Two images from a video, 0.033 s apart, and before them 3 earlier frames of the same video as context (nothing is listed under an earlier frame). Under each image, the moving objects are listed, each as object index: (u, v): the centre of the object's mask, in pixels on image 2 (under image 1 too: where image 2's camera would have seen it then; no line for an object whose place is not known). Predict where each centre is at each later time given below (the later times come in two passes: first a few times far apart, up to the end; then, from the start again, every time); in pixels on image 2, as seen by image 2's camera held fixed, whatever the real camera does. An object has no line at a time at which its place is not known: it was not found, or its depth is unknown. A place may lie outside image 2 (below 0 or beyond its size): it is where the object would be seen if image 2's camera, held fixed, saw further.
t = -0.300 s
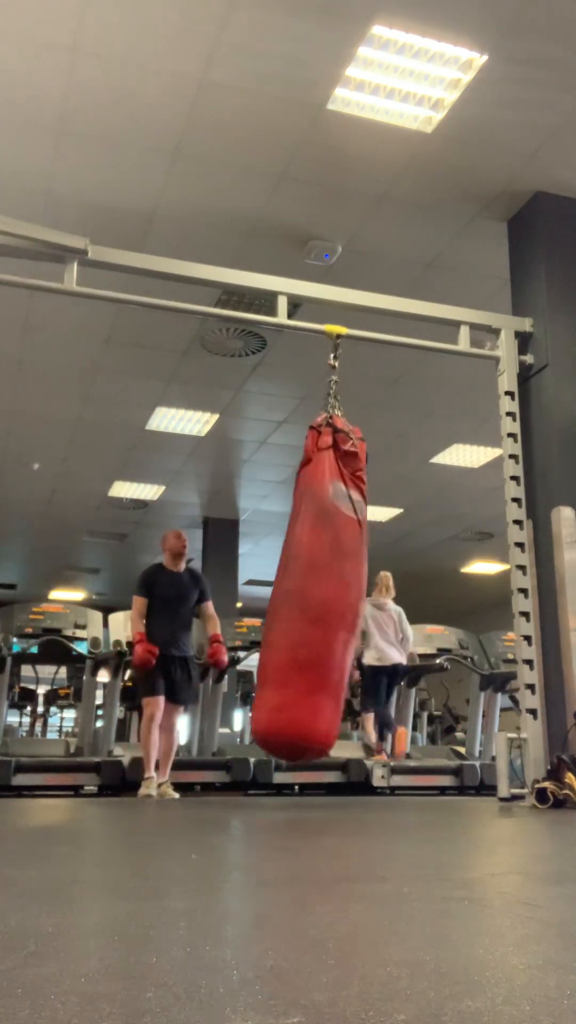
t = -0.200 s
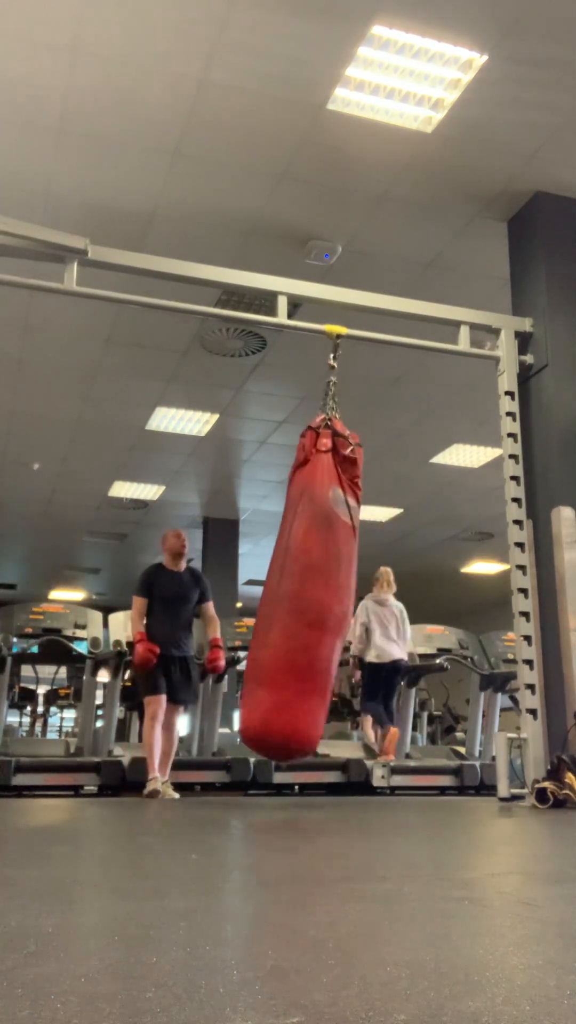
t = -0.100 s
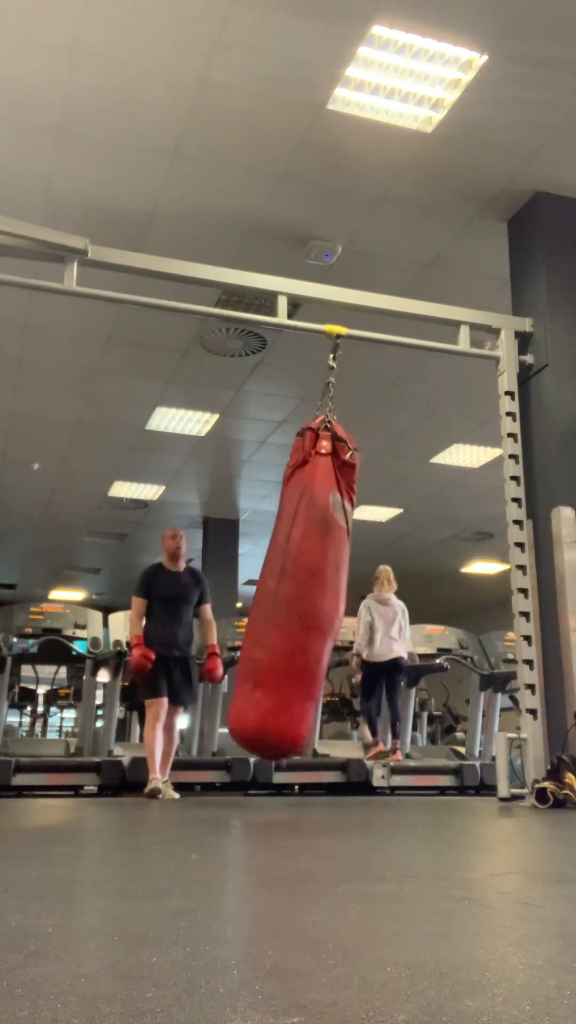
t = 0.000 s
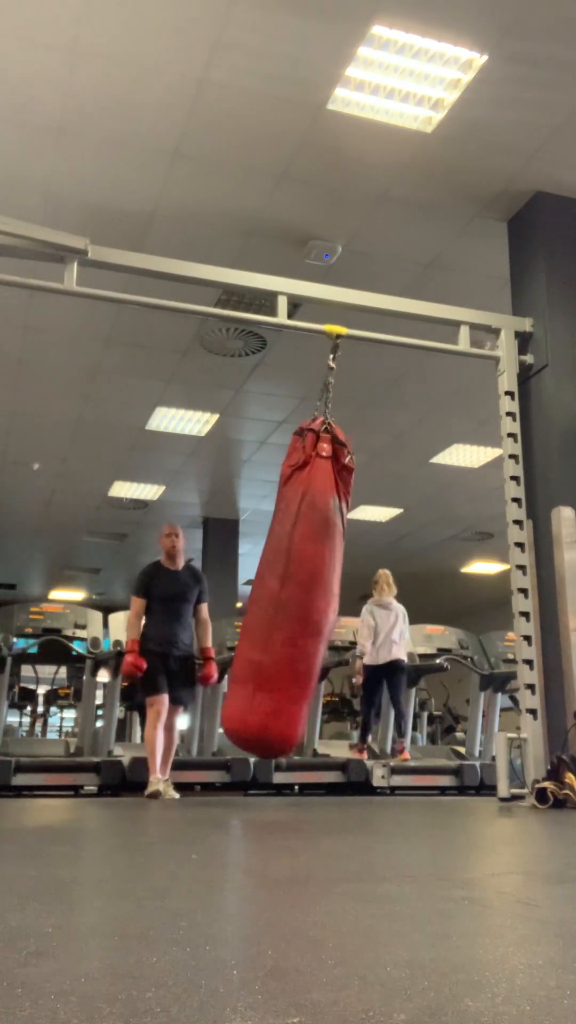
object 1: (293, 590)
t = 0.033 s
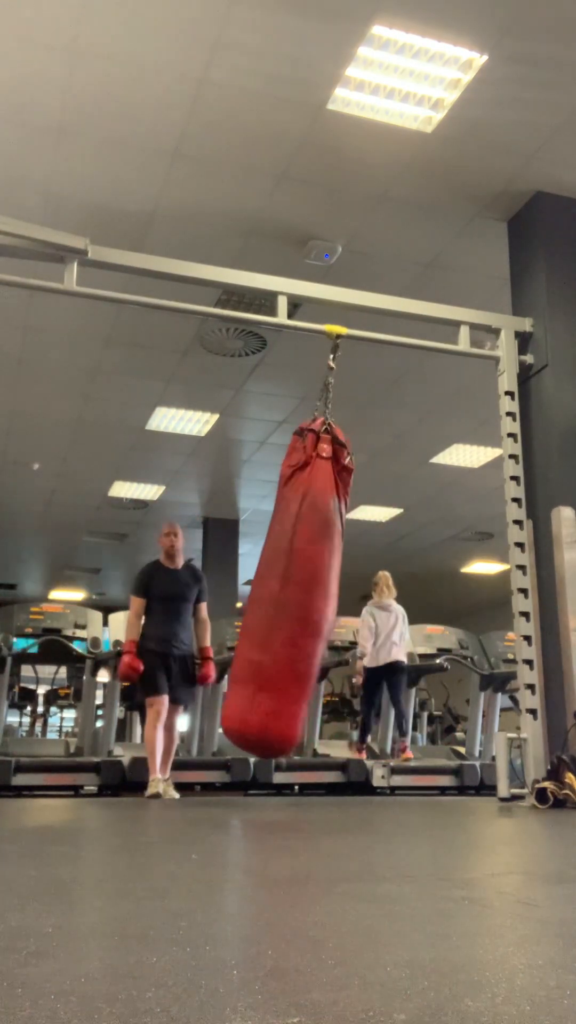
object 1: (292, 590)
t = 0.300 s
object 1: (295, 591)
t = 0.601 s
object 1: (317, 592)
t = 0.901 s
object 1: (352, 595)
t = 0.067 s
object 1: (292, 590)
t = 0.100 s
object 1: (291, 590)
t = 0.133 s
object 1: (291, 590)
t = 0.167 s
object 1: (291, 590)
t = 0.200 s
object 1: (291, 590)
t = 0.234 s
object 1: (292, 590)
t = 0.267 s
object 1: (293, 591)
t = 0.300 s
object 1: (295, 591)
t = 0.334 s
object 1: (296, 591)
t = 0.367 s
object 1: (298, 590)
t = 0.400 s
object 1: (300, 590)
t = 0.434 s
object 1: (302, 590)
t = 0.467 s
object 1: (305, 591)
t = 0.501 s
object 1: (308, 591)
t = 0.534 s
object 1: (311, 591)
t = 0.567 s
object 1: (314, 592)
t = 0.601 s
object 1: (317, 592)
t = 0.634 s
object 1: (321, 592)
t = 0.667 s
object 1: (324, 593)
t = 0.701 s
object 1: (328, 594)
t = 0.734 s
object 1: (332, 594)
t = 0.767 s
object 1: (336, 595)
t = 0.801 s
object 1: (340, 595)
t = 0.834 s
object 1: (344, 596)
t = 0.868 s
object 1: (348, 596)
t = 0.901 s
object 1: (352, 595)
